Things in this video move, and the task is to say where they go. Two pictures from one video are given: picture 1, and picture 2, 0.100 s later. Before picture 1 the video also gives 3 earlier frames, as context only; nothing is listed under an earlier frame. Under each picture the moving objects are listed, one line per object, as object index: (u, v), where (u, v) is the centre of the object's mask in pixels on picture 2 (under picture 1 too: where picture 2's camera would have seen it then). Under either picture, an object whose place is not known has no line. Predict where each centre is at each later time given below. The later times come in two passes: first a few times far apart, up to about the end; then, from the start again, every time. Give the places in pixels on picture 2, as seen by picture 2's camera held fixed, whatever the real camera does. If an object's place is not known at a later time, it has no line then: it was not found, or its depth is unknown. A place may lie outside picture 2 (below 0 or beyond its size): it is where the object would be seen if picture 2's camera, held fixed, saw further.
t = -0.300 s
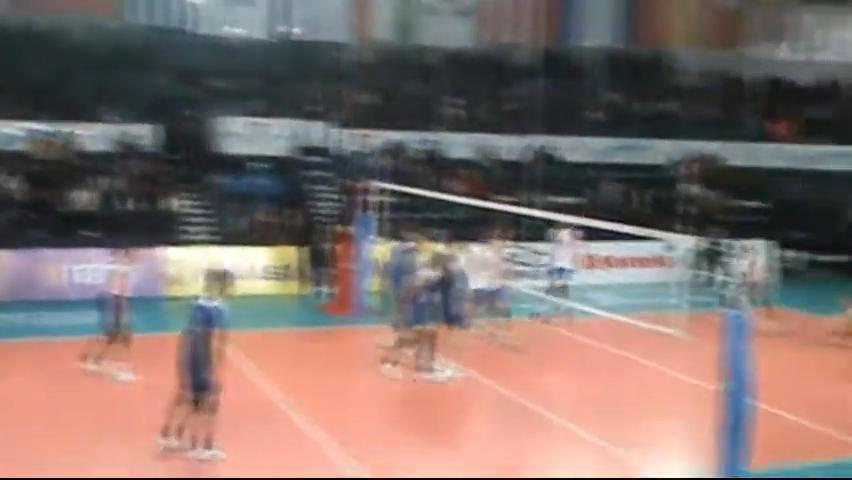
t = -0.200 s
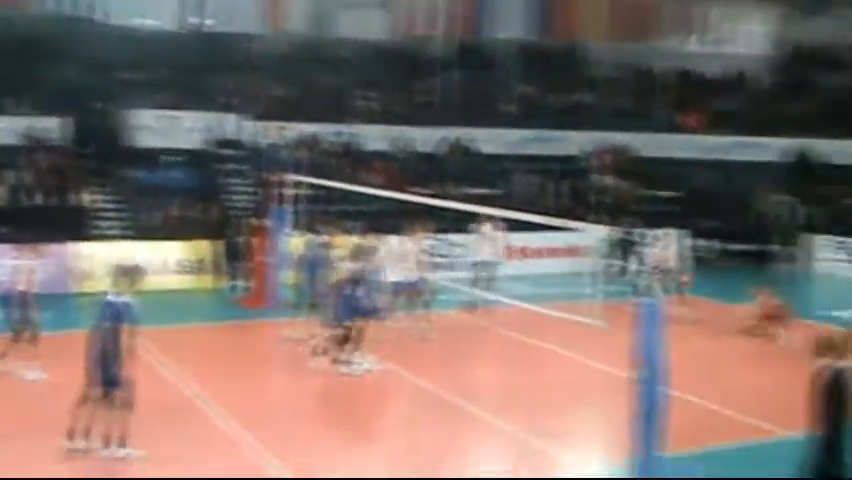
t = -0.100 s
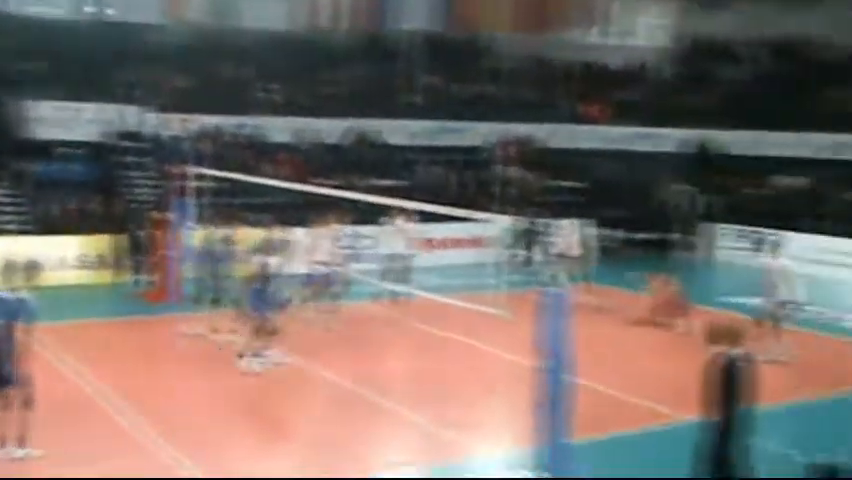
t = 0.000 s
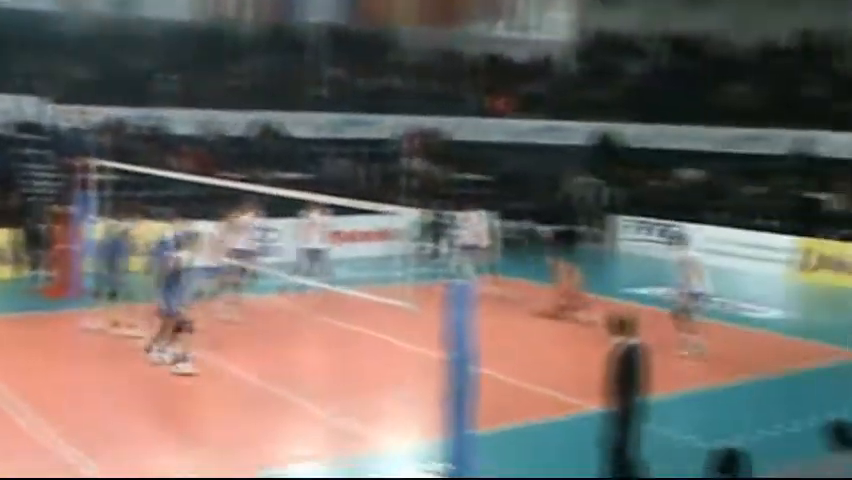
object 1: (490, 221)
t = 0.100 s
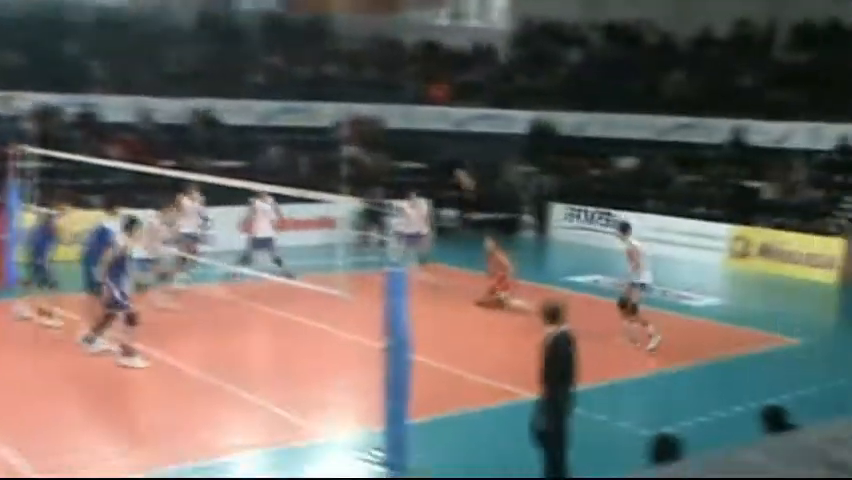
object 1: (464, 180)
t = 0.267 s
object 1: (447, 125)
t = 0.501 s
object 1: (425, 74)
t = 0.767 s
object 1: (397, 55)
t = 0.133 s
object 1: (462, 167)
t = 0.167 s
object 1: (457, 156)
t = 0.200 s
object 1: (454, 145)
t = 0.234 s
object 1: (450, 135)
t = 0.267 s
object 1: (447, 125)
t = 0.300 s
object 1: (443, 115)
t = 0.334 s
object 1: (440, 107)
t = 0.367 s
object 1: (437, 100)
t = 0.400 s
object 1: (435, 92)
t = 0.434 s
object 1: (432, 87)
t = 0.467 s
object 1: (428, 79)
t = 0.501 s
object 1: (425, 74)
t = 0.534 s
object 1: (421, 70)
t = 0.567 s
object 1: (417, 65)
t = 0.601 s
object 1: (414, 61)
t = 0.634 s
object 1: (411, 58)
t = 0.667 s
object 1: (408, 57)
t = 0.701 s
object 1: (404, 56)
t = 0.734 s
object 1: (400, 55)
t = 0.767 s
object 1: (397, 55)
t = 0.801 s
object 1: (392, 57)
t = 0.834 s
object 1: (389, 58)
